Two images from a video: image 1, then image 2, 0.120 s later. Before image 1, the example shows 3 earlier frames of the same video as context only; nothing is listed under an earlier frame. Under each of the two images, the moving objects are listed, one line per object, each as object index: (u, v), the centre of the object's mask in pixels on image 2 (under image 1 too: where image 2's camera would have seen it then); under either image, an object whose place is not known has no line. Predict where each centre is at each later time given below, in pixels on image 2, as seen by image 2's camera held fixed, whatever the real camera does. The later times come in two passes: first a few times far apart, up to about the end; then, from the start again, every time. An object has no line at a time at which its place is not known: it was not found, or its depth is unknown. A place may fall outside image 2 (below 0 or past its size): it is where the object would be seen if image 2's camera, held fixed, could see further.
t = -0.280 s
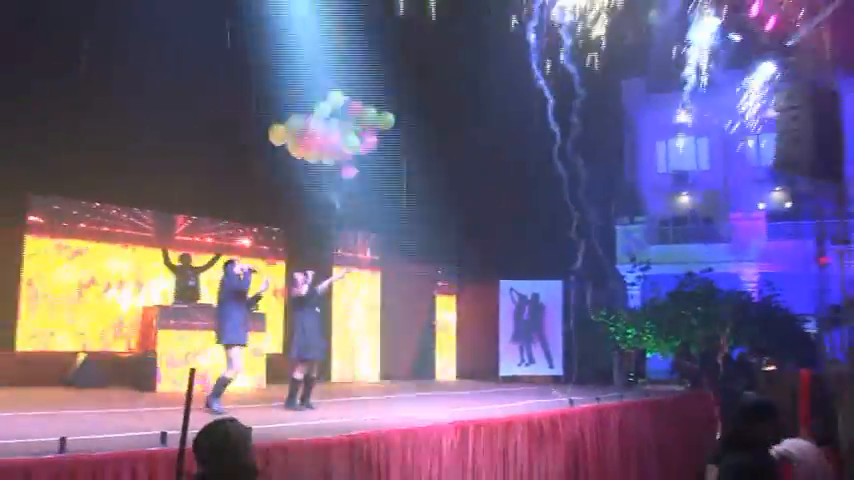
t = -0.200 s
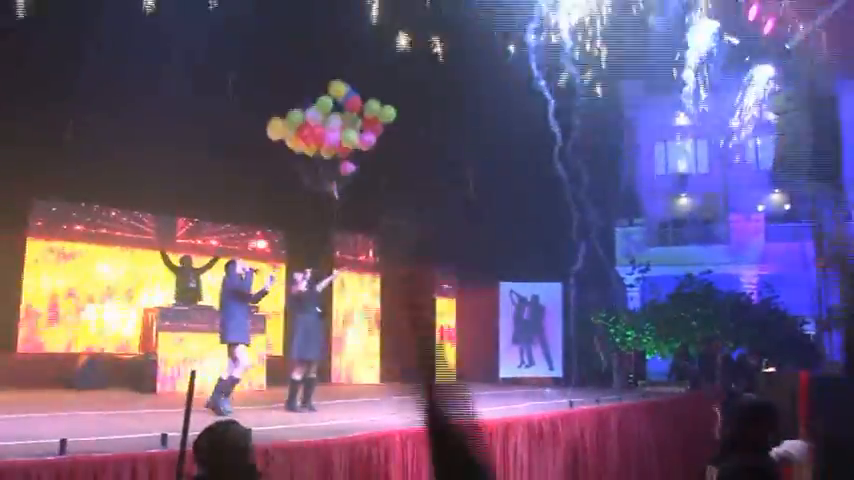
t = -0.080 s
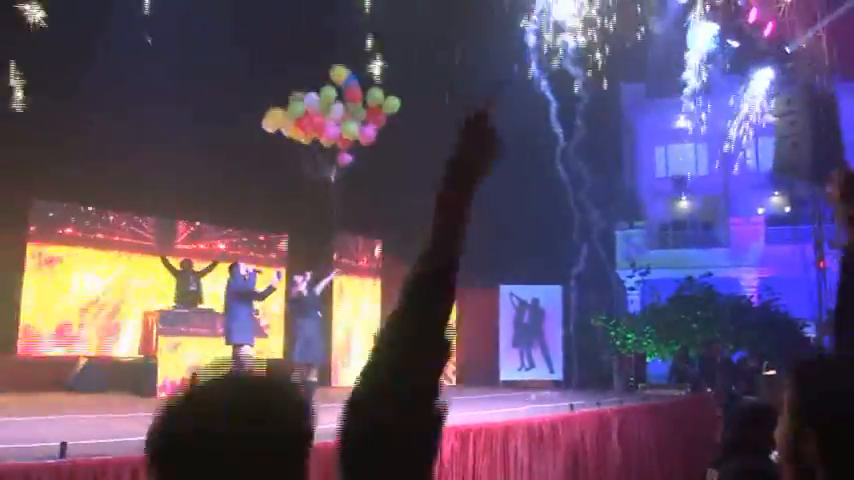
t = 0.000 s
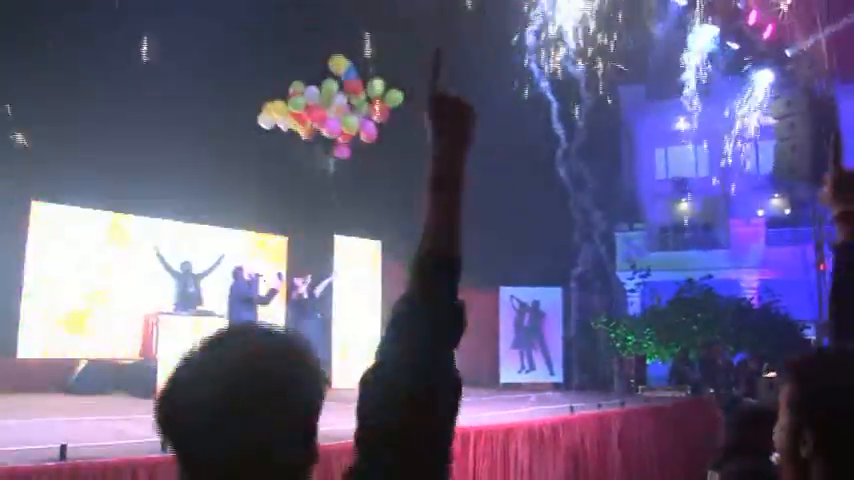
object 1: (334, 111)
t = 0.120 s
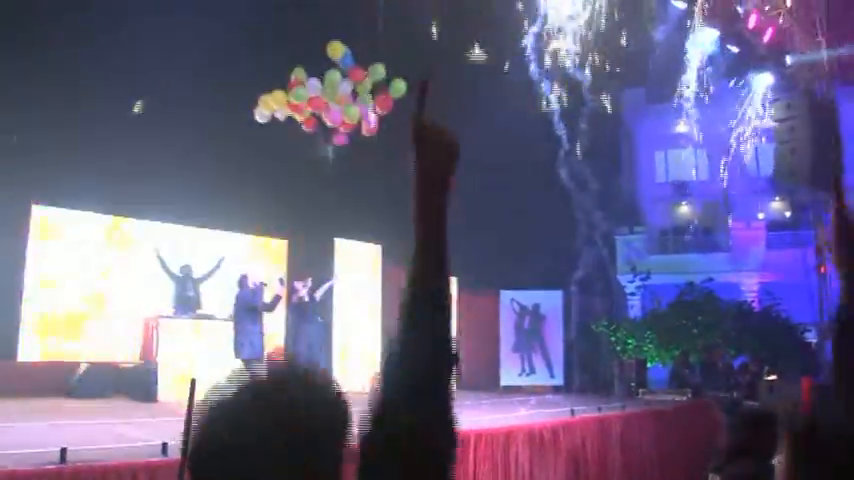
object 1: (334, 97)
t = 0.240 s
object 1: (336, 82)
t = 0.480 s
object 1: (338, 53)
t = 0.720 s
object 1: (344, 23)
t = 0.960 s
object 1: (356, -5)
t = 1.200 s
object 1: (352, -24)
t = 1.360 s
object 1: (350, -38)
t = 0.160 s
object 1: (335, 92)
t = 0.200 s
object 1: (336, 87)
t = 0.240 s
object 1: (336, 82)
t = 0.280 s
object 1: (337, 77)
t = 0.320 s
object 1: (337, 73)
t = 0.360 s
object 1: (338, 68)
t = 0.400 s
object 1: (337, 63)
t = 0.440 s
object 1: (338, 58)
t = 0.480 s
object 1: (338, 53)
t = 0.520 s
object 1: (339, 48)
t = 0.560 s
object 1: (339, 44)
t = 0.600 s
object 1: (341, 39)
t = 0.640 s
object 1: (339, 35)
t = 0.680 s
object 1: (339, 30)
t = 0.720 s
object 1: (344, 23)
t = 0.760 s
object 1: (349, 16)
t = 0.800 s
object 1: (344, 17)
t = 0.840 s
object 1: (348, 10)
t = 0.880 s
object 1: (352, 3)
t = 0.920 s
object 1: (346, 2)
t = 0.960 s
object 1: (356, -5)
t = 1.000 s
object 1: (355, -7)
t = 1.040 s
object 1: (357, -9)
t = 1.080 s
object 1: (353, -16)
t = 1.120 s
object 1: (350, -17)
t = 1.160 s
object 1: (353, -22)
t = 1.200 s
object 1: (352, -24)
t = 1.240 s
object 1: (352, -28)
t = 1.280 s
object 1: (350, -31)
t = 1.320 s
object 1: (349, -36)
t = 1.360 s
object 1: (350, -38)
